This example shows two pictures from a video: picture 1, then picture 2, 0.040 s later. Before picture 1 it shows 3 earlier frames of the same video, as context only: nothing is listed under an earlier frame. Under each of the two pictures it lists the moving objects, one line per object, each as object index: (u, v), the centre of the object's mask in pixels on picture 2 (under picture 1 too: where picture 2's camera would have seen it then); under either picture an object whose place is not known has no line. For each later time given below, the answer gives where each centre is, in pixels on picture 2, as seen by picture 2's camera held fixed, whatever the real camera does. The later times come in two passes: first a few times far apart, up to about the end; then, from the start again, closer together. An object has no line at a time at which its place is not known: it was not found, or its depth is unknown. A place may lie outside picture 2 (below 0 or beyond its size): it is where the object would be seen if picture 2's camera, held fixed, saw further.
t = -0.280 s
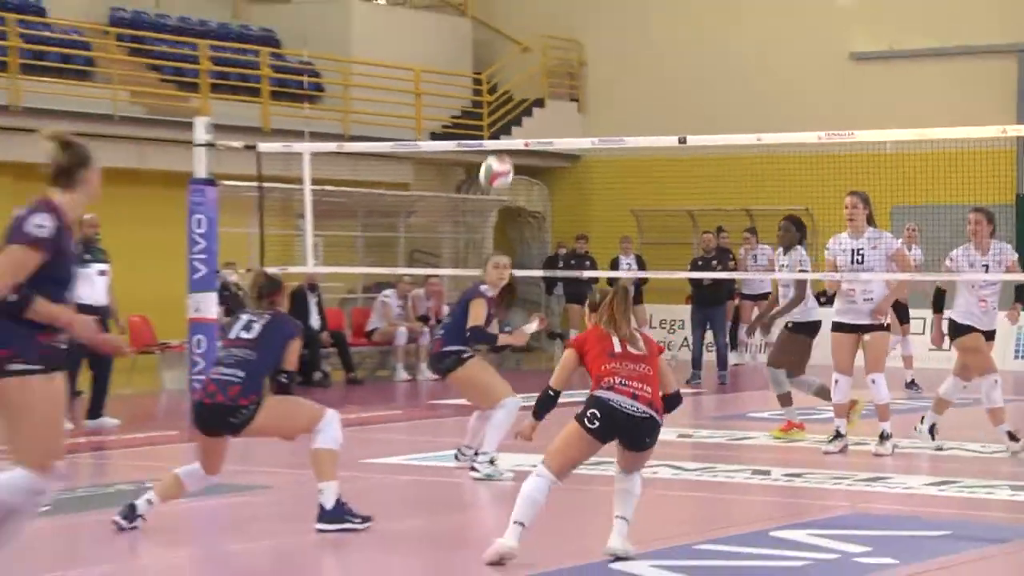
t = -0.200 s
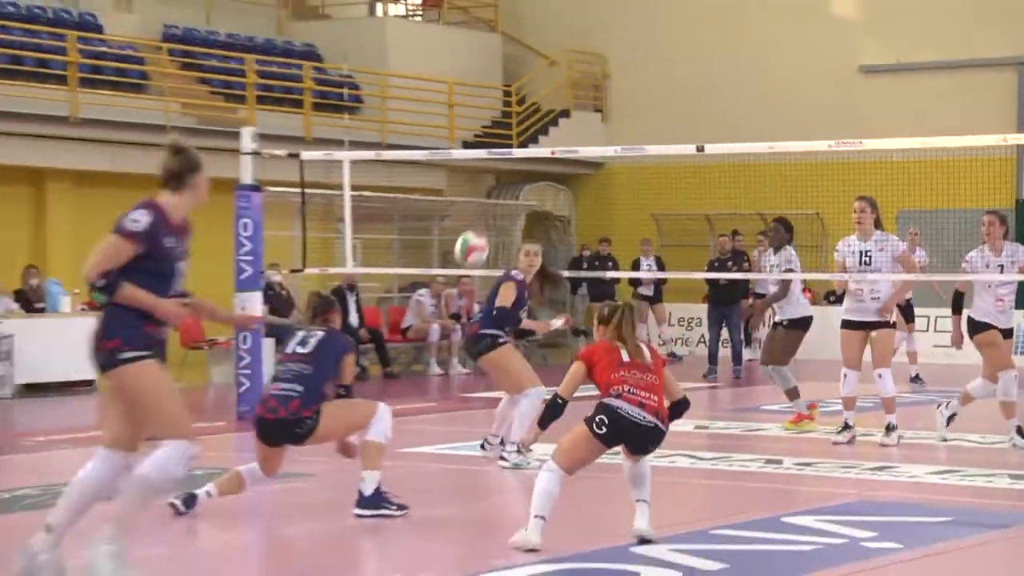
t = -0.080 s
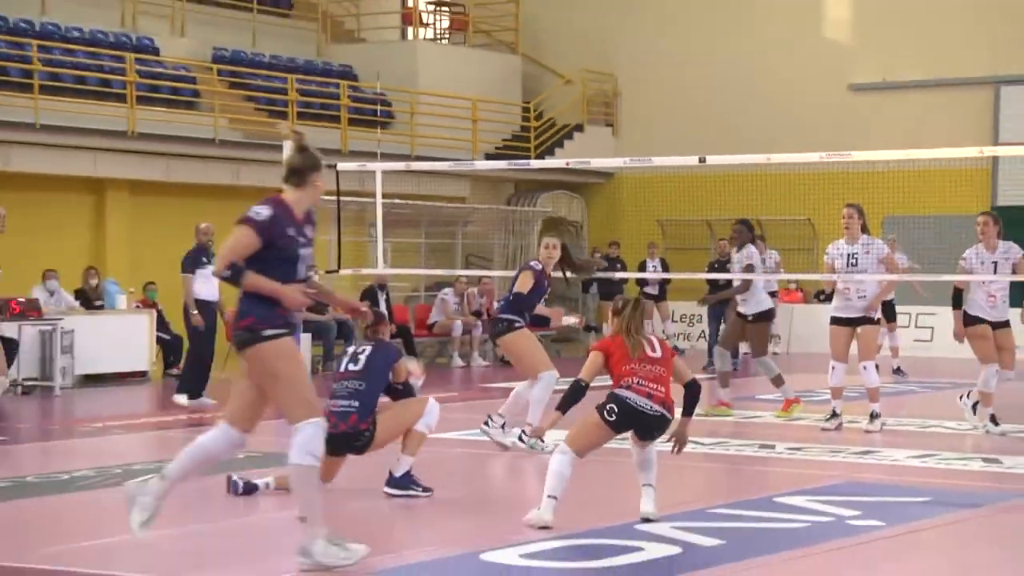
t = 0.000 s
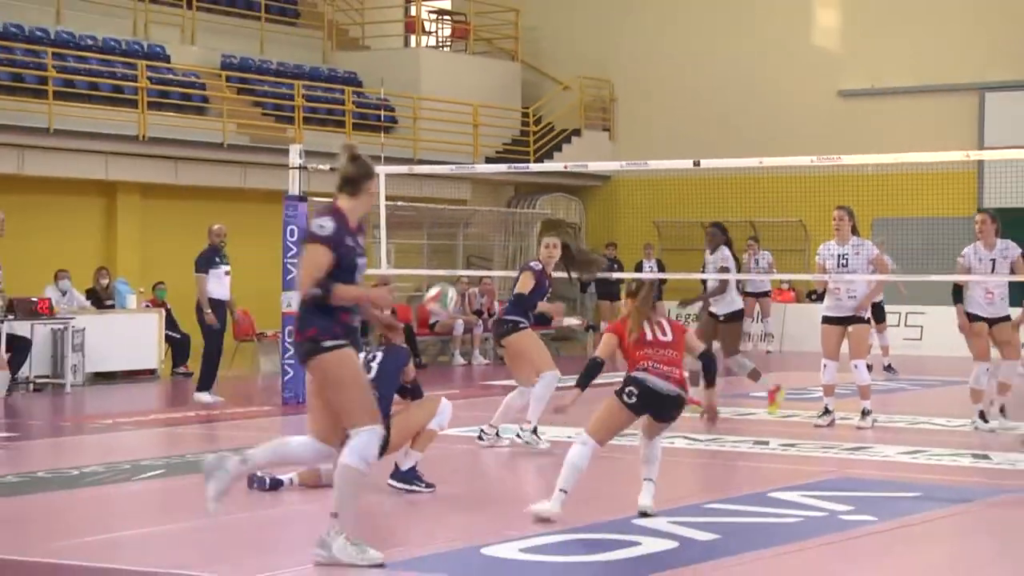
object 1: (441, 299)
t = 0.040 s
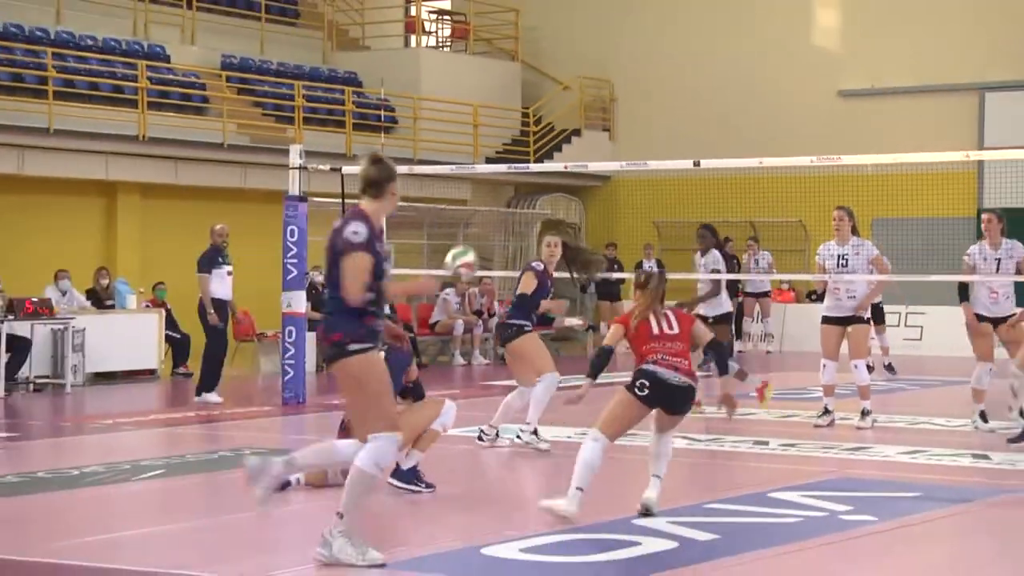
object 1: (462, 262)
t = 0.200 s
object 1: (534, 140)
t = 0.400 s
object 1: (623, 41)
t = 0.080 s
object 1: (478, 230)
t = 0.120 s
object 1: (498, 195)
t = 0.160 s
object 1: (515, 167)
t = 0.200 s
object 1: (534, 140)
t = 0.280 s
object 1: (570, 92)
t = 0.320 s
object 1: (588, 74)
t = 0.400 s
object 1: (623, 41)
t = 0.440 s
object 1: (640, 29)
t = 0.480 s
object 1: (660, 20)
